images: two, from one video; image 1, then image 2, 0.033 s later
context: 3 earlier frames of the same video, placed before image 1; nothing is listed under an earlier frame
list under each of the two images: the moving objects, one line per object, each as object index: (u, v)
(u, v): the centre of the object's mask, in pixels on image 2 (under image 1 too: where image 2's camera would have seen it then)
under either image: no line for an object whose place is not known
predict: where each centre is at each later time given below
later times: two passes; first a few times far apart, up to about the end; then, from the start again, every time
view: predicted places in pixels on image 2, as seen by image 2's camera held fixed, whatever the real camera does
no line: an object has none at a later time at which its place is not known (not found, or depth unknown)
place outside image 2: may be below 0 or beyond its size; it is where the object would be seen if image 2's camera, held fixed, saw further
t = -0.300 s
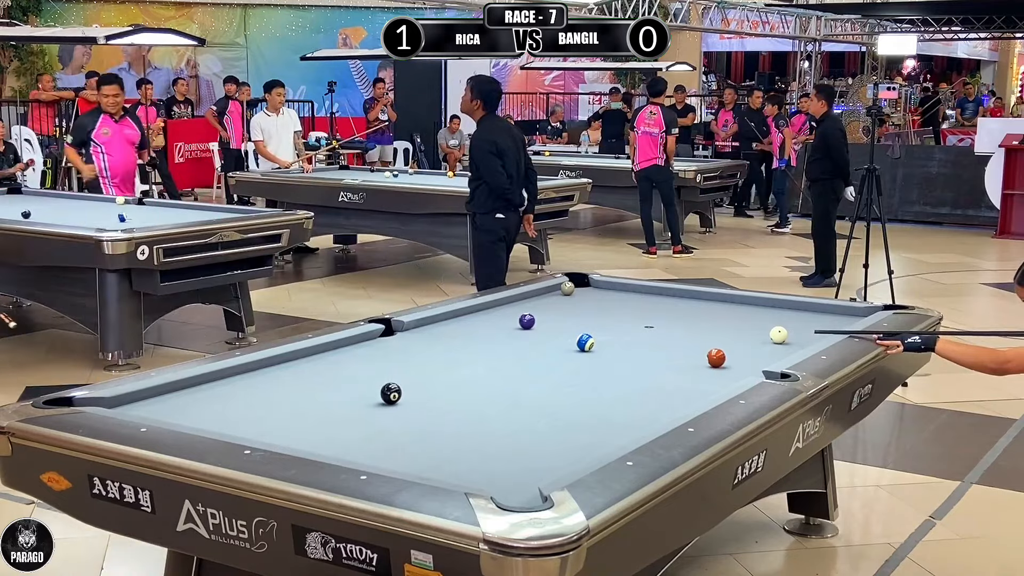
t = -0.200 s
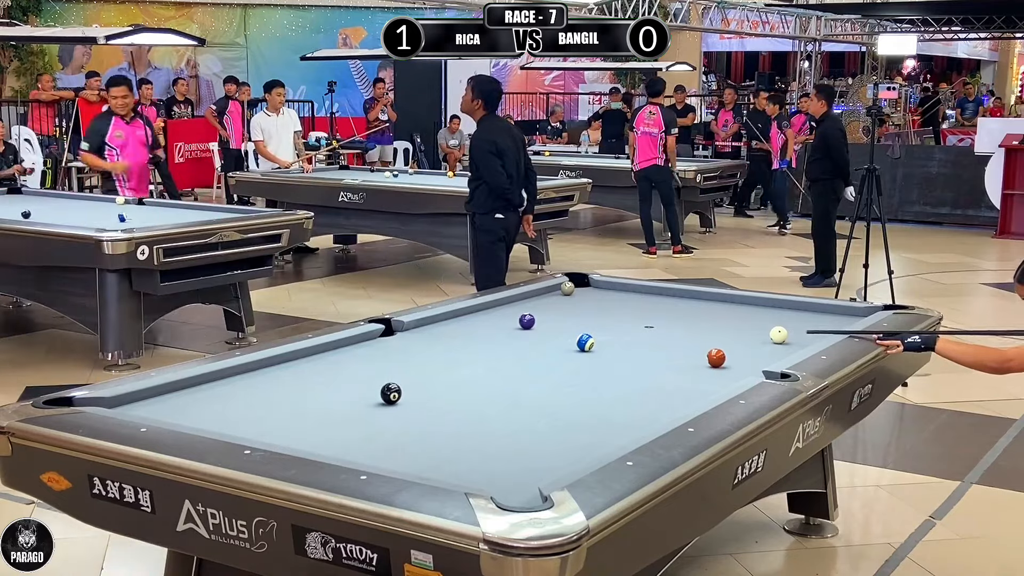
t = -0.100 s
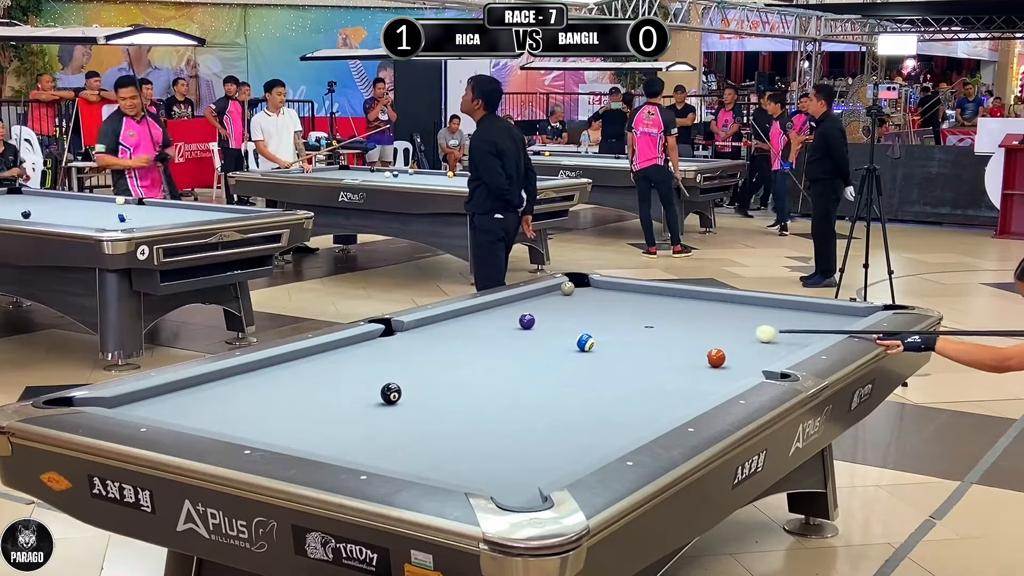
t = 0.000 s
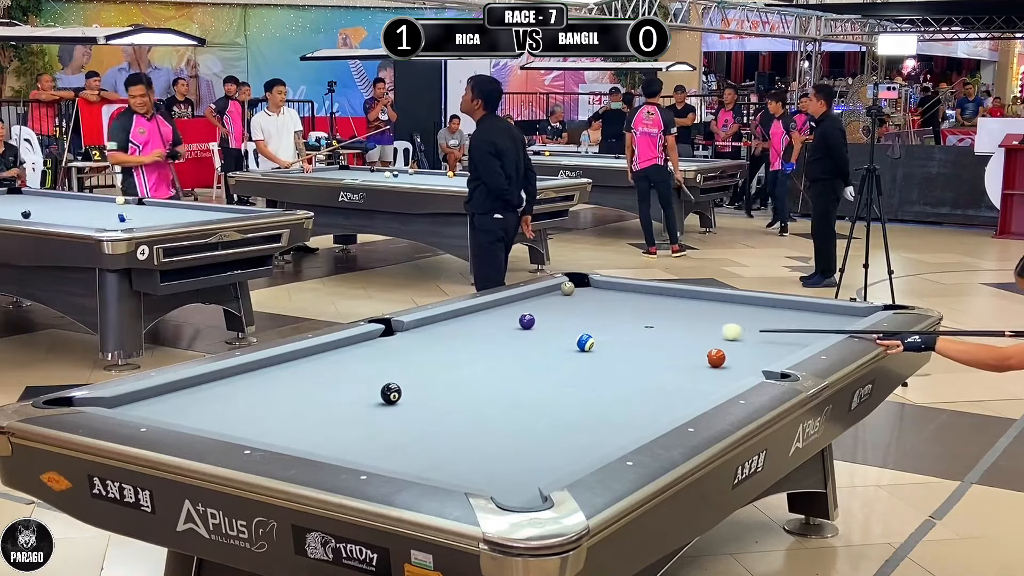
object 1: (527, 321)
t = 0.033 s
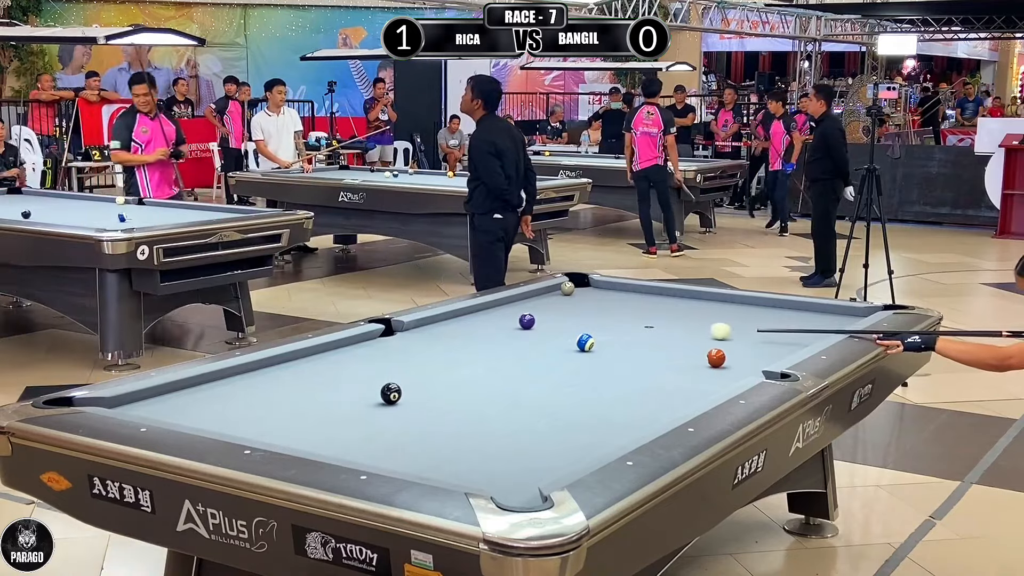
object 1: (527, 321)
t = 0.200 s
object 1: (527, 321)
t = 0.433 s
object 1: (527, 321)
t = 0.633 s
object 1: (520, 321)
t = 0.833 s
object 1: (485, 323)
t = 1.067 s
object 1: (450, 324)
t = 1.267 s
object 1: (419, 325)
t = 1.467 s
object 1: (415, 328)
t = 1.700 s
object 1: (415, 331)
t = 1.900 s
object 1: (416, 334)
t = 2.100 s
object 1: (417, 337)
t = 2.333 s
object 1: (418, 340)
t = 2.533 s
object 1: (419, 343)
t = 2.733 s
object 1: (419, 345)
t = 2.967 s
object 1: (420, 348)
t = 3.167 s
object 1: (420, 350)
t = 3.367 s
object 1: (421, 351)
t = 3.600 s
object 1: (422, 353)
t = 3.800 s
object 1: (422, 354)
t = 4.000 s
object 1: (423, 356)
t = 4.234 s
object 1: (423, 357)
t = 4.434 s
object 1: (424, 357)
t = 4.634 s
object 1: (424, 358)
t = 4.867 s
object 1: (424, 358)
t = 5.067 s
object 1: (424, 358)
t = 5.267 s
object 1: (424, 358)
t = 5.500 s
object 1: (424, 358)
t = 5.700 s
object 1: (424, 358)
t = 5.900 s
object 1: (424, 358)
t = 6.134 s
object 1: (424, 358)
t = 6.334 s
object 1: (424, 358)
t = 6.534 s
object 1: (424, 358)
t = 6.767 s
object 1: (424, 358)
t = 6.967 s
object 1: (424, 358)
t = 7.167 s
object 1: (424, 358)
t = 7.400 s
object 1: (424, 358)
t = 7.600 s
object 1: (424, 358)
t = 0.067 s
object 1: (527, 321)
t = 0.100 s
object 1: (527, 321)
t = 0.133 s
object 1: (527, 321)
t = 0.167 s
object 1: (527, 321)
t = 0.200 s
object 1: (527, 321)
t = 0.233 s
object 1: (527, 321)
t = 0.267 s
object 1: (527, 321)
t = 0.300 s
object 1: (527, 321)
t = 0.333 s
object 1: (527, 321)
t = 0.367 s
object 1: (527, 321)
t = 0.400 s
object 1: (527, 321)
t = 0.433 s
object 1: (527, 321)
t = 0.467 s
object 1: (527, 321)
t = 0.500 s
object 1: (527, 321)
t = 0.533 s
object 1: (527, 321)
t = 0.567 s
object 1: (527, 321)
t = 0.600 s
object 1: (526, 321)
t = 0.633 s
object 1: (520, 321)
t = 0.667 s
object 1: (513, 322)
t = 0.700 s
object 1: (506, 322)
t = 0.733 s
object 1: (501, 322)
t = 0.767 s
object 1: (496, 322)
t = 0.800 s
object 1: (491, 322)
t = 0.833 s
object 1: (485, 323)
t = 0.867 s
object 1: (480, 323)
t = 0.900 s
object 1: (475, 323)
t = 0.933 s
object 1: (470, 323)
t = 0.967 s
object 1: (465, 323)
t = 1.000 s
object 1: (460, 323)
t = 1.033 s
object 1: (455, 324)
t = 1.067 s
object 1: (450, 324)
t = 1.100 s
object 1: (445, 324)
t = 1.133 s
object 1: (440, 324)
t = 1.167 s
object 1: (435, 324)
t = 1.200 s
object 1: (429, 325)
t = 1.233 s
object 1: (424, 325)
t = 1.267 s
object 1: (419, 325)
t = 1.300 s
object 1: (415, 325)
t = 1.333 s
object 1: (414, 326)
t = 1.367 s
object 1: (414, 326)
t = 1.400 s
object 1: (414, 327)
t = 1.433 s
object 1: (415, 327)
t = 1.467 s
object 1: (415, 328)
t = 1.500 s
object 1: (415, 328)
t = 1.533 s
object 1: (415, 329)
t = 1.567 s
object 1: (415, 329)
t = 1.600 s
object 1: (415, 330)
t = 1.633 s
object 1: (415, 331)
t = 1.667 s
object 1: (415, 331)
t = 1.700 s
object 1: (415, 331)
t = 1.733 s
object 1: (415, 332)
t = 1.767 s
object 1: (416, 332)
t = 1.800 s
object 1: (416, 333)
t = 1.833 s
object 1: (416, 333)
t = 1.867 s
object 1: (416, 334)
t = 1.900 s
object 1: (416, 334)
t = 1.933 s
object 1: (416, 335)
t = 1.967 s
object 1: (416, 335)
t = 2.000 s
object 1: (417, 336)
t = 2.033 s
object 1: (417, 336)
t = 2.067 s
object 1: (417, 337)
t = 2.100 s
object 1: (417, 337)
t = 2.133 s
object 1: (417, 338)
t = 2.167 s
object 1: (417, 338)
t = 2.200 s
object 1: (417, 339)
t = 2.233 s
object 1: (417, 339)
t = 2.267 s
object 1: (418, 340)
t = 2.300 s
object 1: (418, 340)
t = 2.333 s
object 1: (418, 340)
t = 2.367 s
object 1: (418, 341)
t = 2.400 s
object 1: (418, 341)
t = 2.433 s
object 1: (418, 342)
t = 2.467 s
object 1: (418, 342)
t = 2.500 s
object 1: (418, 343)
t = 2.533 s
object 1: (419, 343)
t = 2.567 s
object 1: (419, 343)
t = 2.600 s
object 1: (419, 344)
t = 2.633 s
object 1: (419, 344)
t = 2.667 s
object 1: (419, 345)
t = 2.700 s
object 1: (419, 345)
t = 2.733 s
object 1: (419, 345)
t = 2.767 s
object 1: (419, 346)
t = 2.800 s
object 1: (419, 346)
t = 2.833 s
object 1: (419, 346)
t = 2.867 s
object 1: (419, 347)
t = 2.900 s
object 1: (420, 347)
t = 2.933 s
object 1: (420, 347)
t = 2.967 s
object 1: (420, 348)
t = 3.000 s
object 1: (420, 348)
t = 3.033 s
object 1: (420, 348)
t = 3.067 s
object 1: (420, 349)
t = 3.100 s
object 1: (420, 349)
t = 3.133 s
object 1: (420, 349)
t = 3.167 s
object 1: (420, 350)
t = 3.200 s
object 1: (420, 350)
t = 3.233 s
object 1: (421, 350)
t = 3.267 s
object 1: (421, 351)
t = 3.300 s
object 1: (421, 351)
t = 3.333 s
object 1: (421, 351)
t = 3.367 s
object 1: (421, 351)
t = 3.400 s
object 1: (421, 351)
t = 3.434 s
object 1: (421, 352)
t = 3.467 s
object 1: (421, 352)
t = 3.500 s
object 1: (422, 352)
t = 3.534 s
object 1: (422, 353)
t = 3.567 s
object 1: (422, 353)
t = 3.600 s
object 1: (422, 353)
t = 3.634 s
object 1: (422, 354)
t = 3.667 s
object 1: (422, 354)
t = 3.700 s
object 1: (422, 354)
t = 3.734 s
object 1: (422, 354)
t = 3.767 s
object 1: (422, 354)
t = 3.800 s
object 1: (422, 354)
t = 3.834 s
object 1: (422, 355)
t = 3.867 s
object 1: (422, 355)
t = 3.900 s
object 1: (422, 355)
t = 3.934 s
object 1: (422, 355)
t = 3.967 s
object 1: (423, 355)
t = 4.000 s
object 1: (423, 356)
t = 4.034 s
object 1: (423, 356)
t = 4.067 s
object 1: (423, 356)
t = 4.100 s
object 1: (423, 356)
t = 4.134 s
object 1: (423, 356)
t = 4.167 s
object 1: (423, 356)
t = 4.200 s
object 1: (423, 356)
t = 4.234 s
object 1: (423, 357)
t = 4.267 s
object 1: (423, 357)
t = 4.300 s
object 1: (423, 357)
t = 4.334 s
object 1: (424, 357)
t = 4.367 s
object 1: (424, 357)
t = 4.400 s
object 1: (424, 357)
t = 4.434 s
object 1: (424, 357)
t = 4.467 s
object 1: (424, 357)
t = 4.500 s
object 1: (424, 357)
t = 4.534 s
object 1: (424, 357)
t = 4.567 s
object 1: (424, 357)
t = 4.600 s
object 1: (424, 358)
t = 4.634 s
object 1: (424, 358)
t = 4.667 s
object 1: (424, 358)
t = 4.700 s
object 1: (424, 358)
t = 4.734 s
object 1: (424, 358)
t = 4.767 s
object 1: (424, 358)
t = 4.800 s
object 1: (424, 358)
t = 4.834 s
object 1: (424, 358)
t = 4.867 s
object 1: (424, 358)
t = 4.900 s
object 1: (424, 358)
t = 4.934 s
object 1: (424, 358)
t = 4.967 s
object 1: (424, 358)
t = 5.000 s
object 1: (424, 358)
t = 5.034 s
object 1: (424, 358)
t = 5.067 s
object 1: (424, 358)
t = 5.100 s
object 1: (424, 358)
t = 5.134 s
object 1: (424, 358)
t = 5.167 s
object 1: (424, 358)
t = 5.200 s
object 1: (424, 358)
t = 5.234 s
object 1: (424, 358)
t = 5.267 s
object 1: (424, 358)
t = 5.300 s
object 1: (424, 358)
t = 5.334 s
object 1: (424, 358)
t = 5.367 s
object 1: (424, 358)
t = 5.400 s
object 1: (424, 358)
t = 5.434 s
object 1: (424, 358)
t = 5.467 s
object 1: (424, 358)
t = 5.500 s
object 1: (424, 358)
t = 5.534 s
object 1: (424, 358)
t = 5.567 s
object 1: (424, 358)
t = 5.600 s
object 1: (424, 358)
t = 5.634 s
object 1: (424, 358)
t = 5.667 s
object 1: (424, 358)
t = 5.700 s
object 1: (424, 358)
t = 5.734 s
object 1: (424, 358)
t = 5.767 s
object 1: (424, 358)
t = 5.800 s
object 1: (424, 358)
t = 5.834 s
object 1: (424, 358)
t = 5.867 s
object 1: (424, 358)
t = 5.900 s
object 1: (424, 358)
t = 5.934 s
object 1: (424, 358)
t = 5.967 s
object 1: (424, 358)
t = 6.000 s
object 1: (424, 358)
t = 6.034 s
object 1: (424, 358)
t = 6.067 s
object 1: (424, 358)
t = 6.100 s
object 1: (424, 358)
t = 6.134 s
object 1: (424, 358)
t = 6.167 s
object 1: (424, 358)
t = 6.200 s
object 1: (424, 358)
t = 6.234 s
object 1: (424, 358)
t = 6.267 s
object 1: (424, 358)
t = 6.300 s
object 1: (424, 358)
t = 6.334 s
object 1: (424, 358)
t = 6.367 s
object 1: (424, 358)
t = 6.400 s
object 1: (424, 358)
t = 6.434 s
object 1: (424, 358)
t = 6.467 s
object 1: (424, 358)
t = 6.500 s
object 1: (424, 358)
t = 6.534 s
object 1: (424, 358)
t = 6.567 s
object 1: (424, 358)
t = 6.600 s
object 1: (424, 358)
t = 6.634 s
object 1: (424, 358)
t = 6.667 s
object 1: (424, 358)
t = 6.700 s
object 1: (424, 358)
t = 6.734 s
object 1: (424, 358)
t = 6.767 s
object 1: (424, 358)
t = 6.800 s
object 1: (424, 358)
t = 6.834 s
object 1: (424, 358)
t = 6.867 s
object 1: (424, 358)
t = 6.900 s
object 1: (424, 358)
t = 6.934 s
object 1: (424, 358)
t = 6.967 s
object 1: (424, 358)
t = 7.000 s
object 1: (424, 358)
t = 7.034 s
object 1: (424, 358)
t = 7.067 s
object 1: (424, 358)
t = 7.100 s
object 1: (424, 358)
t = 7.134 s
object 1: (424, 358)
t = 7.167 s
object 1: (424, 358)
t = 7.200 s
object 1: (424, 358)
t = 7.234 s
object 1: (424, 358)
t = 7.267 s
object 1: (424, 358)
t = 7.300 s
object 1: (424, 358)
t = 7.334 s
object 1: (424, 358)
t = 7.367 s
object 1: (424, 358)
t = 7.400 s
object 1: (424, 358)
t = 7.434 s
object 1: (424, 358)
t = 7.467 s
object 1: (424, 357)
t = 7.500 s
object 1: (424, 358)
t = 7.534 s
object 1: (424, 358)
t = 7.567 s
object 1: (424, 358)
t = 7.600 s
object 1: (424, 358)
